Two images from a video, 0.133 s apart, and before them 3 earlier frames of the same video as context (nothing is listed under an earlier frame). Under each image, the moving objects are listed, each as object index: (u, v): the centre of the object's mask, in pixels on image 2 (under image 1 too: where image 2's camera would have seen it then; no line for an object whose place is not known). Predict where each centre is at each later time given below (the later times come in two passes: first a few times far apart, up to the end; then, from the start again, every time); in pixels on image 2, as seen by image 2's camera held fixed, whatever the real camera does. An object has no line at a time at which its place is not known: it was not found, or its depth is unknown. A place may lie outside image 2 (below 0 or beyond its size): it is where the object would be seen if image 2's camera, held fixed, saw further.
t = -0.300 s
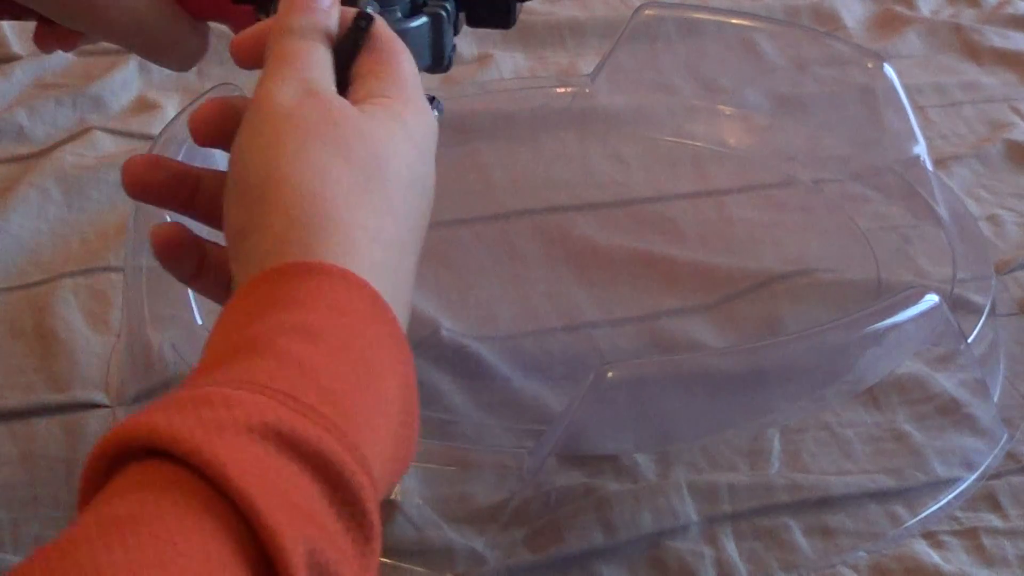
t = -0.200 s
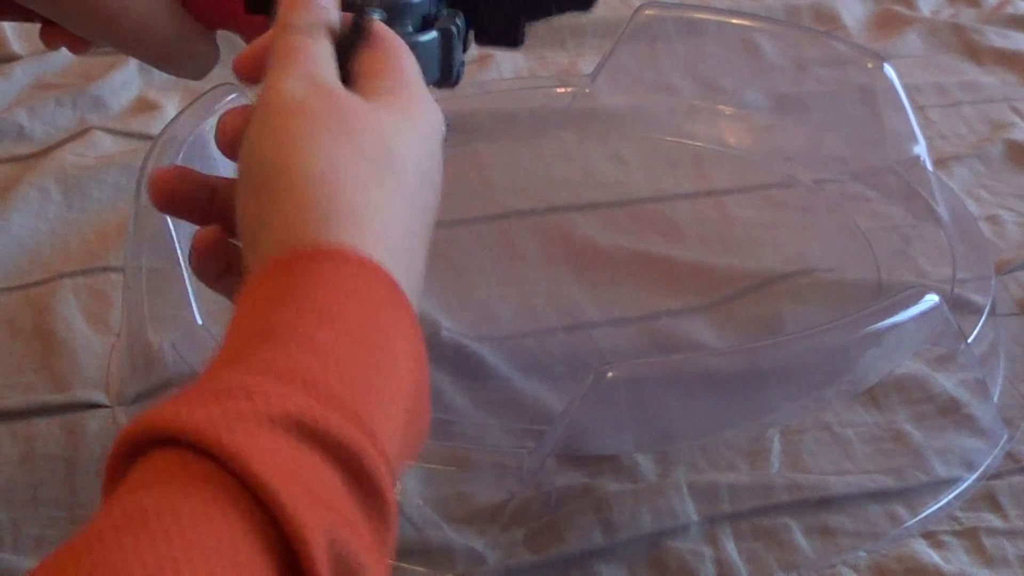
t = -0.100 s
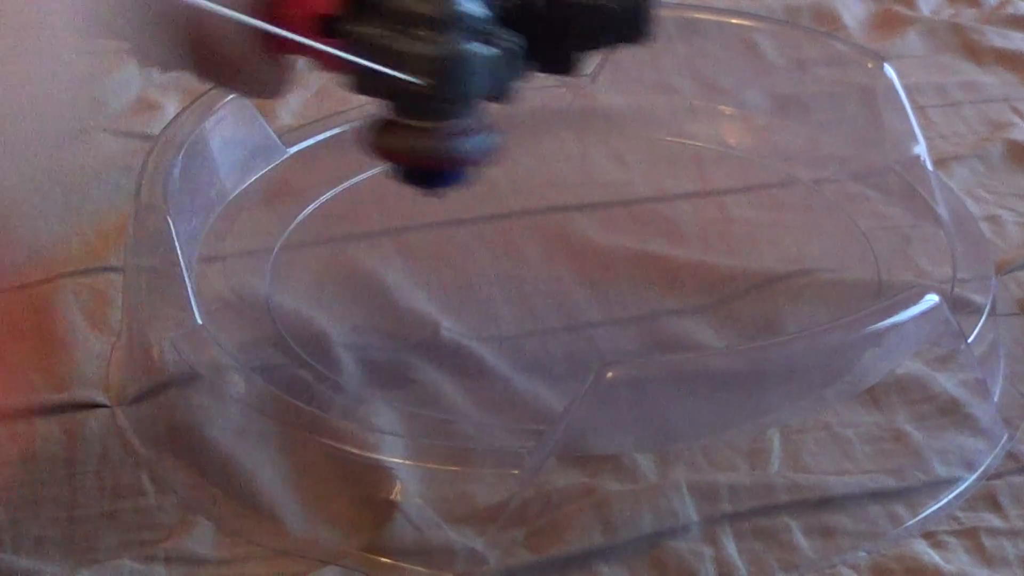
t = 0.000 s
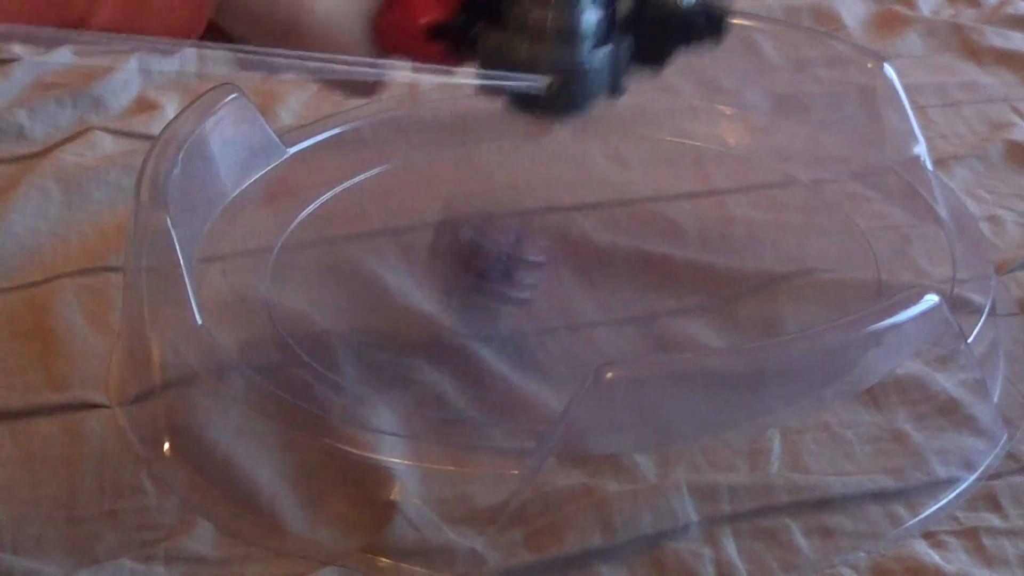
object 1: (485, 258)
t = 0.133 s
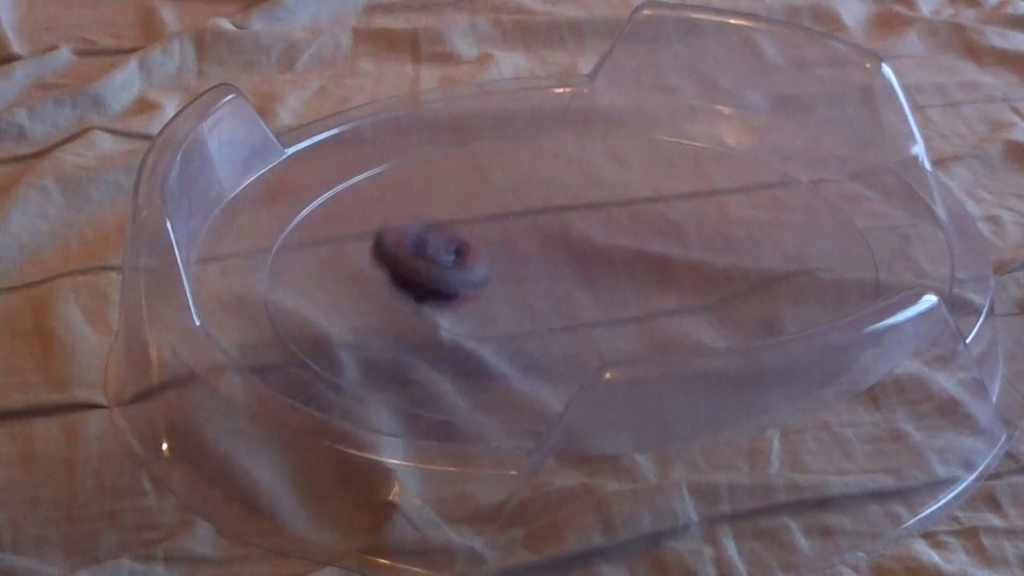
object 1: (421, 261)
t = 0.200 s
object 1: (404, 313)
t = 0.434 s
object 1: (402, 364)
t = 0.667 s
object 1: (445, 373)
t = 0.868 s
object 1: (443, 368)
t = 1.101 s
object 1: (562, 310)
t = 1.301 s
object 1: (779, 265)
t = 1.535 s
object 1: (815, 300)
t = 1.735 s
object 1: (664, 338)
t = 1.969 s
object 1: (525, 220)
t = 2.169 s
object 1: (682, 122)
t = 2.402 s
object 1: (840, 220)
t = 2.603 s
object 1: (588, 335)
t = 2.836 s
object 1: (334, 192)
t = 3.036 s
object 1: (540, 109)
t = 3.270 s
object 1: (760, 243)
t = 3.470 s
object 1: (498, 363)
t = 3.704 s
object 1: (265, 237)
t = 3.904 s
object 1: (483, 164)
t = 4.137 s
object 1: (754, 286)
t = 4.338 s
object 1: (570, 378)
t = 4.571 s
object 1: (310, 308)
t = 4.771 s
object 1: (505, 199)
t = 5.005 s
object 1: (845, 209)
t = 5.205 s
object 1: (768, 330)
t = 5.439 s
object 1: (420, 314)
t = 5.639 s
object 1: (501, 170)
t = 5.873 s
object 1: (794, 162)
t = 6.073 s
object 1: (762, 313)
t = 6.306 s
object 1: (375, 314)
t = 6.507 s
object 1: (339, 163)
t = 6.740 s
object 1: (644, 139)
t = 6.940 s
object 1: (770, 280)
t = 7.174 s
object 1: (498, 383)
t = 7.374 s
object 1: (288, 284)
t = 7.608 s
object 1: (533, 197)
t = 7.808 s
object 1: (781, 248)
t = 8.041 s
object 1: (696, 353)
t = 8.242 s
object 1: (417, 337)
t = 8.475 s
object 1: (528, 196)
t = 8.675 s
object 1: (784, 175)
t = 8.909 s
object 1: (788, 313)
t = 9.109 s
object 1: (462, 343)
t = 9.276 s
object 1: (356, 233)
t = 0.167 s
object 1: (407, 310)
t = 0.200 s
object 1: (404, 313)
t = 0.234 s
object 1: (403, 325)
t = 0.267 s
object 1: (402, 332)
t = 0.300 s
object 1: (401, 339)
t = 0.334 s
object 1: (398, 347)
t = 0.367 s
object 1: (394, 355)
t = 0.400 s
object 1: (394, 360)
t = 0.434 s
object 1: (402, 364)
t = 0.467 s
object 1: (410, 366)
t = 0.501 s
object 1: (418, 368)
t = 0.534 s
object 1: (424, 370)
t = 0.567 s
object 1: (430, 371)
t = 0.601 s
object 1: (436, 371)
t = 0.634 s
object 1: (441, 372)
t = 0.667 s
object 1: (445, 373)
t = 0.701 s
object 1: (448, 374)
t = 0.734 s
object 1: (448, 375)
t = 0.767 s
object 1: (446, 376)
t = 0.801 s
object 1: (444, 375)
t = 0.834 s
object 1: (442, 372)
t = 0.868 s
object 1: (443, 368)
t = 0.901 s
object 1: (450, 363)
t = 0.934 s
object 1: (459, 356)
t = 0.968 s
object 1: (473, 350)
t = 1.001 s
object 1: (486, 341)
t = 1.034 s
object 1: (504, 330)
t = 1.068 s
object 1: (531, 320)
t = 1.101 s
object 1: (562, 310)
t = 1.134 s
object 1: (599, 301)
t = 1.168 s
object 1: (637, 292)
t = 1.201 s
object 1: (672, 282)
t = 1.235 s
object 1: (708, 274)
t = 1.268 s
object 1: (743, 268)
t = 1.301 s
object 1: (779, 265)
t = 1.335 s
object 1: (809, 265)
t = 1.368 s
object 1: (833, 266)
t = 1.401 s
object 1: (846, 270)
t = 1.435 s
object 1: (844, 277)
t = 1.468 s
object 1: (827, 287)
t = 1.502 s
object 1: (818, 294)
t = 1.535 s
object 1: (815, 300)
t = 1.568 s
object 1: (801, 309)
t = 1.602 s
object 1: (785, 317)
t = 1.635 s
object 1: (760, 325)
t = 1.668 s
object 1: (736, 331)
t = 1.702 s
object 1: (702, 336)
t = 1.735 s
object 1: (664, 338)
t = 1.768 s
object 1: (618, 340)
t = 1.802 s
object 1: (579, 336)
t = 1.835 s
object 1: (548, 320)
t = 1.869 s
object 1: (529, 299)
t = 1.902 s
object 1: (518, 273)
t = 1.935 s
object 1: (517, 246)
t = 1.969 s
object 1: (525, 220)
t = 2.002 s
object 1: (541, 197)
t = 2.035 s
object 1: (560, 177)
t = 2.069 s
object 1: (585, 159)
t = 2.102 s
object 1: (615, 144)
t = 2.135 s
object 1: (647, 132)
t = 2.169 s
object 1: (682, 122)
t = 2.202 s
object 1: (711, 122)
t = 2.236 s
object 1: (739, 138)
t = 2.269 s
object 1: (765, 148)
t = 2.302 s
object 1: (790, 161)
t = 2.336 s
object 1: (814, 177)
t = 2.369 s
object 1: (831, 196)
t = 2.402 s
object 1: (840, 220)
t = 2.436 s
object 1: (833, 246)
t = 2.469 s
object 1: (811, 270)
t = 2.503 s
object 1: (775, 294)
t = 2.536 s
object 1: (723, 313)
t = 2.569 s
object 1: (659, 326)
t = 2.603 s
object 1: (588, 335)
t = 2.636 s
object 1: (531, 335)
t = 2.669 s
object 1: (465, 324)
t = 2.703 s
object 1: (414, 304)
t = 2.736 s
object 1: (377, 279)
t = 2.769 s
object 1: (351, 251)
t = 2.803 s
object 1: (336, 221)
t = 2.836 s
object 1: (334, 192)
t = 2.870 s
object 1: (341, 163)
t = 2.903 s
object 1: (363, 133)
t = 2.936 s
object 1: (400, 122)
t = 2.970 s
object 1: (442, 113)
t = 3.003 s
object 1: (488, 108)
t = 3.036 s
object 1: (540, 109)
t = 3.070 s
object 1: (592, 110)
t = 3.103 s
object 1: (646, 117)
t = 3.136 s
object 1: (686, 132)
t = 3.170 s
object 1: (720, 153)
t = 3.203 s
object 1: (745, 178)
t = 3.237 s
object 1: (760, 209)
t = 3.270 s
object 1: (760, 243)
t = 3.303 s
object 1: (746, 277)
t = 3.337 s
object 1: (719, 304)
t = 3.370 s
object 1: (674, 325)
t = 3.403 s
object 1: (622, 337)
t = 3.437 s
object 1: (562, 354)
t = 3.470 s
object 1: (498, 363)
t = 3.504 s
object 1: (431, 358)
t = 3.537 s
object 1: (363, 349)
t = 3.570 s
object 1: (317, 327)
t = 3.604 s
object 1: (289, 308)
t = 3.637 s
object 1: (270, 283)
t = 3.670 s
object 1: (265, 262)
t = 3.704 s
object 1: (265, 237)
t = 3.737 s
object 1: (279, 214)
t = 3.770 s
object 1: (301, 191)
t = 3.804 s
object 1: (333, 175)
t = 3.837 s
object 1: (376, 164)
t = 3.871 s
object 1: (430, 164)
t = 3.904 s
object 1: (483, 164)
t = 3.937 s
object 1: (540, 173)
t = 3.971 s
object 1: (593, 185)
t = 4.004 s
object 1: (642, 201)
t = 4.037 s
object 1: (680, 219)
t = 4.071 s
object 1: (716, 241)
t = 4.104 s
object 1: (740, 263)
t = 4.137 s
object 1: (754, 286)
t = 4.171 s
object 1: (754, 306)
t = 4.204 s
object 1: (740, 322)
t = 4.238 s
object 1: (719, 338)
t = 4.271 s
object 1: (679, 347)
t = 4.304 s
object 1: (629, 357)
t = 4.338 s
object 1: (570, 378)
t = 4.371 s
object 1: (536, 392)
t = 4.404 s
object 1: (481, 391)
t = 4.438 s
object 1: (422, 384)
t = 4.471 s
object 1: (372, 370)
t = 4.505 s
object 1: (337, 350)
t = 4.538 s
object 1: (315, 332)
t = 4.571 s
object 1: (310, 308)
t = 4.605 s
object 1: (319, 285)
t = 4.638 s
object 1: (342, 264)
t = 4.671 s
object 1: (373, 242)
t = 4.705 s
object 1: (411, 225)
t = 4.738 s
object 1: (457, 211)
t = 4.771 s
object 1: (505, 199)
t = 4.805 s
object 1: (556, 189)
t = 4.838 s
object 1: (615, 185)
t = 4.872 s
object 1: (663, 182)
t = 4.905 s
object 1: (713, 184)
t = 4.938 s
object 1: (767, 188)
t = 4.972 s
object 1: (807, 197)
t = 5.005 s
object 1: (845, 209)
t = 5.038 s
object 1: (856, 231)
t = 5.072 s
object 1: (858, 256)
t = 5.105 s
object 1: (850, 277)
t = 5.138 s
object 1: (832, 295)
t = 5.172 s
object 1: (811, 311)
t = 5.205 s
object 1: (768, 330)
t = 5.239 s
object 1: (721, 358)
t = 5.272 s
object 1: (657, 366)
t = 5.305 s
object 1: (590, 364)
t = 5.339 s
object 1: (537, 367)
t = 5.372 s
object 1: (484, 355)
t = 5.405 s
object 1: (446, 337)
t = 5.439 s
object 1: (420, 314)
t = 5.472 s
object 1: (406, 289)
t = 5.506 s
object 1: (406, 262)
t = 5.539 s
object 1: (418, 236)
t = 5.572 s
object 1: (438, 212)
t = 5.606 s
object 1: (467, 190)
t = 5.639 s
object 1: (501, 170)
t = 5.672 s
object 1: (542, 153)
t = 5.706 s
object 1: (586, 140)
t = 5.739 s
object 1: (640, 131)
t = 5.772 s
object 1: (687, 127)
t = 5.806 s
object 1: (723, 130)
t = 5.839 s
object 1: (759, 147)
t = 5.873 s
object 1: (794, 162)
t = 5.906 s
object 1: (823, 183)
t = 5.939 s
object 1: (840, 209)
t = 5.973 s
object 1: (843, 237)
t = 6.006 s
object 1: (830, 264)
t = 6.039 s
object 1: (803, 291)
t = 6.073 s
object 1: (762, 313)
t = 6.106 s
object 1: (713, 329)
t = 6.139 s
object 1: (653, 339)
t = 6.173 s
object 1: (588, 352)
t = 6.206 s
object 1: (529, 357)
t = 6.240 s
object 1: (470, 350)
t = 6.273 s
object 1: (417, 334)
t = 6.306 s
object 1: (375, 314)
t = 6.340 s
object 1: (344, 291)
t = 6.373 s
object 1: (321, 265)
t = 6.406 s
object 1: (310, 238)
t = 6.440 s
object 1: (309, 212)
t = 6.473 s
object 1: (319, 186)
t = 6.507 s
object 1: (339, 163)
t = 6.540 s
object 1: (369, 143)
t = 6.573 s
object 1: (410, 132)
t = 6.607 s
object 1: (453, 121)
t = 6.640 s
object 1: (500, 116)
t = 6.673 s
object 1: (547, 119)
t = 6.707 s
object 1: (600, 127)
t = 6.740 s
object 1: (644, 139)
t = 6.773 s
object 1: (679, 156)
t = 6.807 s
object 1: (712, 175)
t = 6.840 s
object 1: (741, 200)
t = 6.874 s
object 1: (761, 226)
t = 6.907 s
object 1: (772, 253)
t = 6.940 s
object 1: (770, 280)
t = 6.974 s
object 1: (758, 304)
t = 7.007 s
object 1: (731, 323)
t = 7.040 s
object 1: (697, 337)
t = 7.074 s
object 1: (656, 348)
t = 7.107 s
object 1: (599, 364)
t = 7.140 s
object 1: (551, 384)
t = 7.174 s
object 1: (498, 383)
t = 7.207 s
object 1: (443, 378)
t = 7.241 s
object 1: (394, 366)
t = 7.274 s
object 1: (351, 352)
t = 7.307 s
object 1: (317, 332)
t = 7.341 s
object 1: (295, 309)
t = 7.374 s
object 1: (288, 284)
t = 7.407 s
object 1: (294, 263)
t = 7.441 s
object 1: (315, 244)
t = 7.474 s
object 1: (348, 227)
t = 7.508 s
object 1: (385, 212)
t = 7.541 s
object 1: (431, 204)
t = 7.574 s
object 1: (478, 198)
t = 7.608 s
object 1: (533, 197)
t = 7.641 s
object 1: (576, 197)
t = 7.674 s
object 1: (625, 202)
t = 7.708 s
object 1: (677, 210)
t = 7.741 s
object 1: (714, 220)
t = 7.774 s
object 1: (750, 232)
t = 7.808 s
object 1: (781, 248)
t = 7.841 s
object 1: (804, 266)
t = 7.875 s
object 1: (821, 285)
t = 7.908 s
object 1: (828, 298)
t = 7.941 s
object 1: (810, 313)
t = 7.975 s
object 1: (774, 331)
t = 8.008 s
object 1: (744, 342)
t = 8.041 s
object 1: (696, 353)
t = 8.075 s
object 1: (634, 371)
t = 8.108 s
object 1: (575, 379)
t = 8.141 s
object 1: (528, 383)
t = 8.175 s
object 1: (479, 371)
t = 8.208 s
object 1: (441, 356)
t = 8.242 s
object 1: (417, 337)
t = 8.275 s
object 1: (402, 315)
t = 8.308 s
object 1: (400, 292)
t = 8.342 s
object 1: (410, 269)
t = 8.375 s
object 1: (431, 247)
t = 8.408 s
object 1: (458, 228)
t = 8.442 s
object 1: (490, 211)
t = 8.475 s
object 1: (528, 196)
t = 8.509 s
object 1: (569, 183)
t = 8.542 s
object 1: (612, 174)
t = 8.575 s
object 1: (655, 168)
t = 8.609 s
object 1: (699, 166)
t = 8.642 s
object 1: (743, 169)
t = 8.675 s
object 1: (784, 175)
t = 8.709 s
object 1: (820, 187)
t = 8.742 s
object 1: (848, 204)
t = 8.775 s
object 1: (854, 228)
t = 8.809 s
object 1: (858, 252)
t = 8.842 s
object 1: (847, 276)
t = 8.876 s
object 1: (820, 297)
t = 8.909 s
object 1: (788, 313)
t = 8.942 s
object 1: (734, 330)
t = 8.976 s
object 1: (682, 341)
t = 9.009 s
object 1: (623, 349)
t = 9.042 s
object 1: (565, 360)
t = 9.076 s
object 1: (511, 356)
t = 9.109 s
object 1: (462, 343)
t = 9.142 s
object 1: (422, 327)
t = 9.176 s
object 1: (393, 307)
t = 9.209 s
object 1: (371, 283)
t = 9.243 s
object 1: (359, 259)
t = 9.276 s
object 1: (356, 233)
